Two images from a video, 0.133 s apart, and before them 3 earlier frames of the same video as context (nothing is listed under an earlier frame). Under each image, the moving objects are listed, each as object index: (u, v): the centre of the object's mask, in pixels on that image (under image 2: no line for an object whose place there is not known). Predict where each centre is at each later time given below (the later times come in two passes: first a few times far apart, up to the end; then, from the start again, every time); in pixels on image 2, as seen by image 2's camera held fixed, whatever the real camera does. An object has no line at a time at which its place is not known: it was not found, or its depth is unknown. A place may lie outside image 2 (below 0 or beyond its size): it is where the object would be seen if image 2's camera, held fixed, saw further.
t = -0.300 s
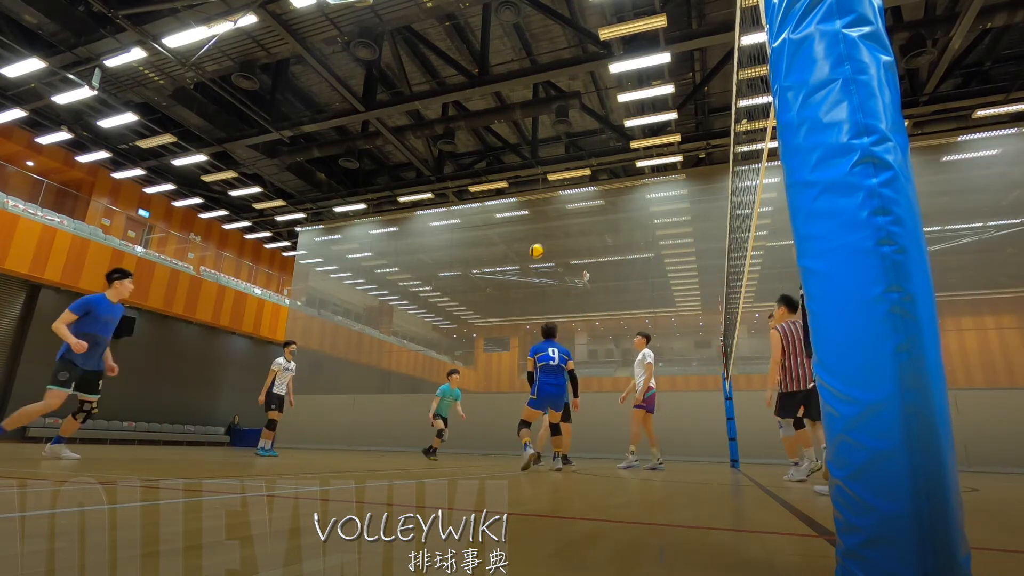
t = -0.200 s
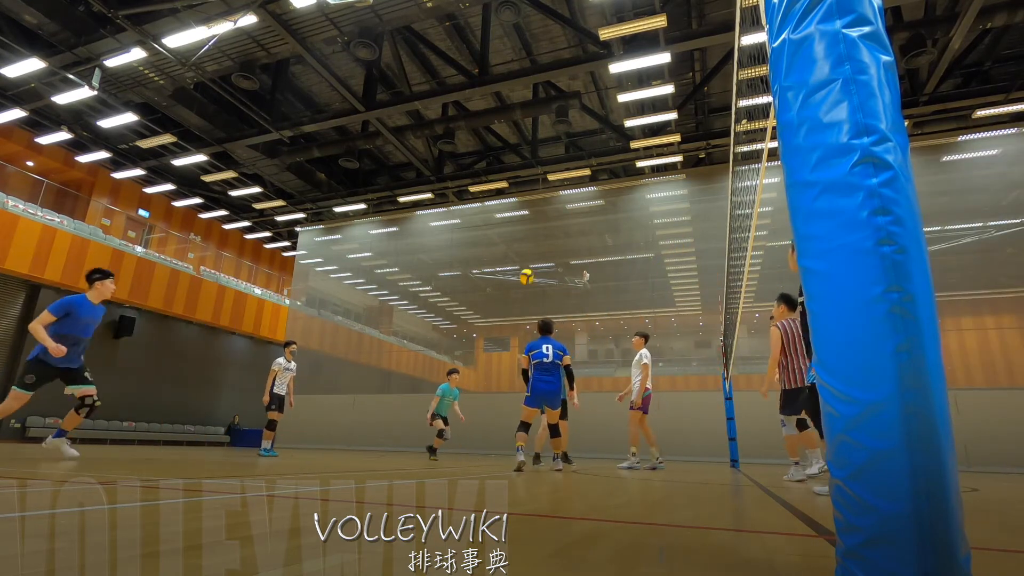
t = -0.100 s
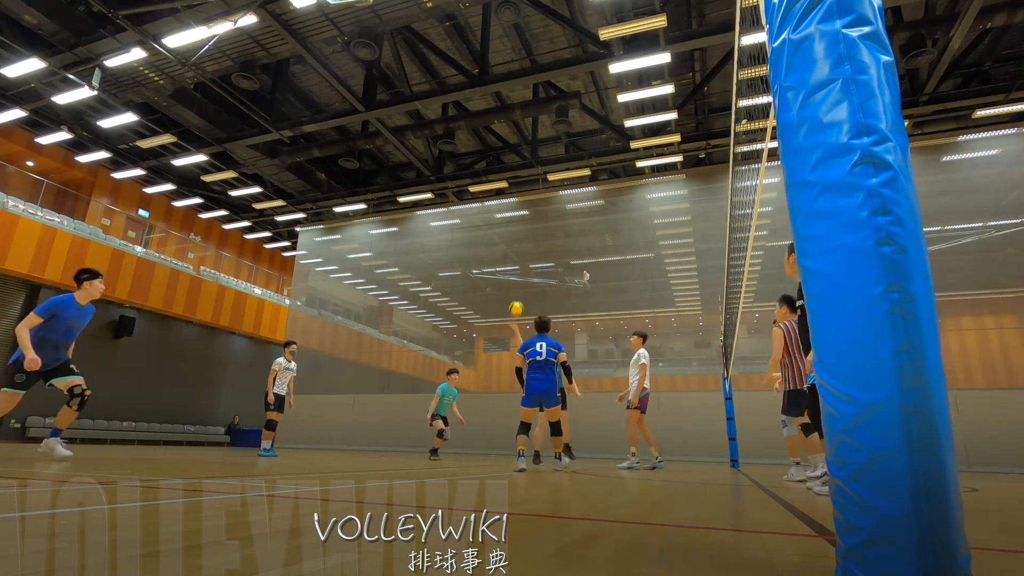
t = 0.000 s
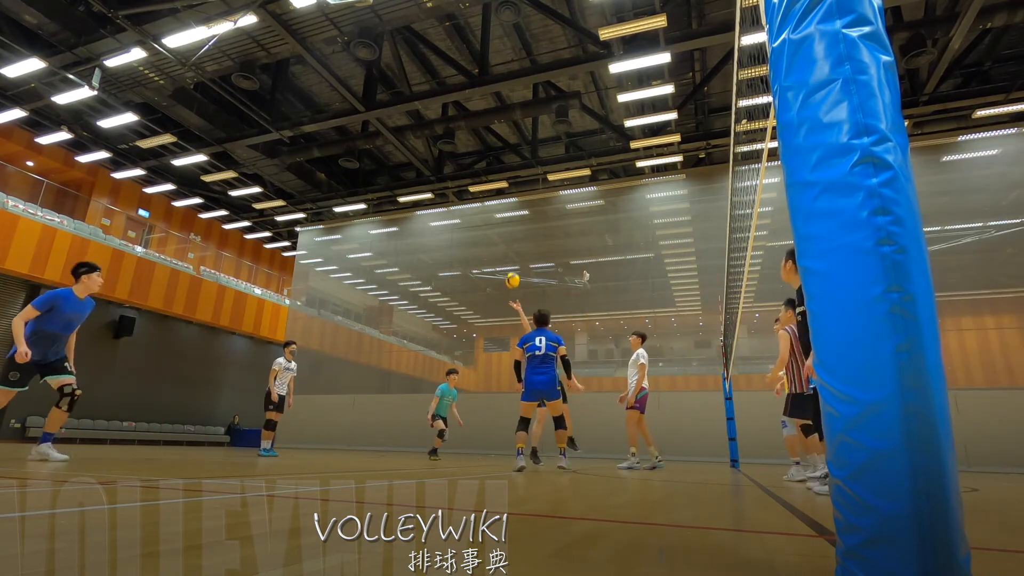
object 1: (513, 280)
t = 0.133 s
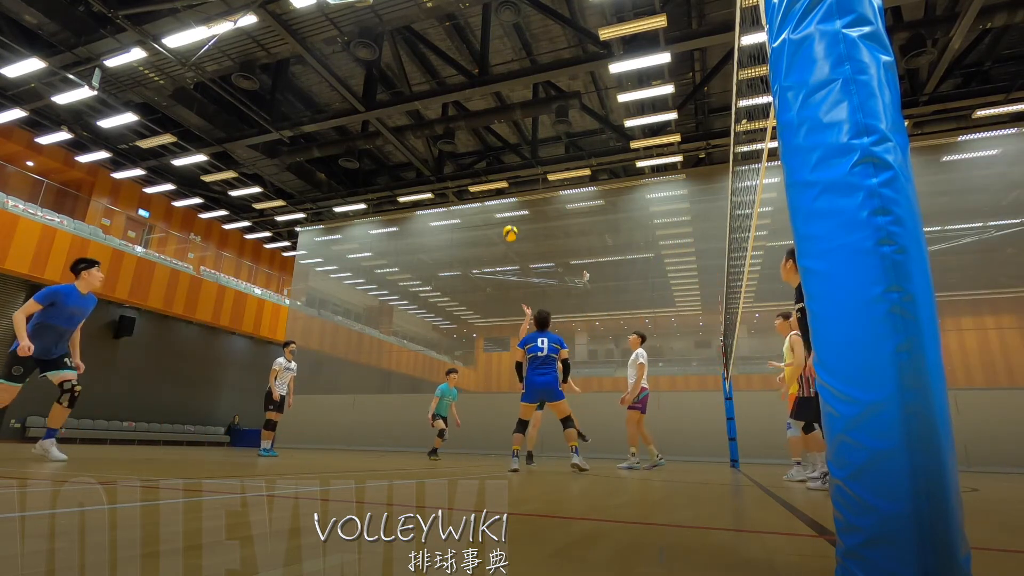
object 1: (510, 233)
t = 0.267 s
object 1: (507, 196)
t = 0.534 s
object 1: (500, 153)
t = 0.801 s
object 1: (490, 154)
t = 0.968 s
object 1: (482, 184)
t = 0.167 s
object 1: (510, 223)
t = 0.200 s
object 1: (509, 214)
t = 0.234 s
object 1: (508, 204)
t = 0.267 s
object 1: (507, 196)
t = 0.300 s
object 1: (506, 188)
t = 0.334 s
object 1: (506, 181)
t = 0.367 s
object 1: (505, 175)
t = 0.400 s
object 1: (504, 169)
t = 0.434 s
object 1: (503, 164)
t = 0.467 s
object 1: (502, 160)
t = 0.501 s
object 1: (501, 156)
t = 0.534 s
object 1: (500, 153)
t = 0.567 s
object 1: (499, 150)
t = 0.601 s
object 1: (498, 148)
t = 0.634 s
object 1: (497, 147)
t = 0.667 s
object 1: (496, 147)
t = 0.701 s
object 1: (495, 147)
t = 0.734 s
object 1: (493, 148)
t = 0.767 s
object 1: (492, 151)
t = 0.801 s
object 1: (490, 154)
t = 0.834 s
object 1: (489, 158)
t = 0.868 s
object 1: (487, 163)
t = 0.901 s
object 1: (485, 169)
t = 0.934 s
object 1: (483, 175)
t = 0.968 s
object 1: (482, 184)
